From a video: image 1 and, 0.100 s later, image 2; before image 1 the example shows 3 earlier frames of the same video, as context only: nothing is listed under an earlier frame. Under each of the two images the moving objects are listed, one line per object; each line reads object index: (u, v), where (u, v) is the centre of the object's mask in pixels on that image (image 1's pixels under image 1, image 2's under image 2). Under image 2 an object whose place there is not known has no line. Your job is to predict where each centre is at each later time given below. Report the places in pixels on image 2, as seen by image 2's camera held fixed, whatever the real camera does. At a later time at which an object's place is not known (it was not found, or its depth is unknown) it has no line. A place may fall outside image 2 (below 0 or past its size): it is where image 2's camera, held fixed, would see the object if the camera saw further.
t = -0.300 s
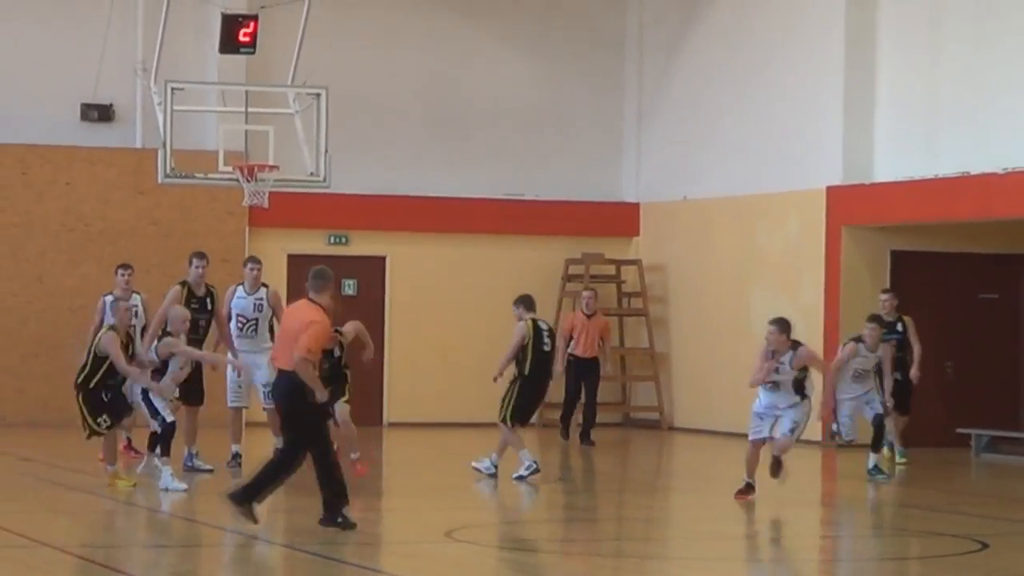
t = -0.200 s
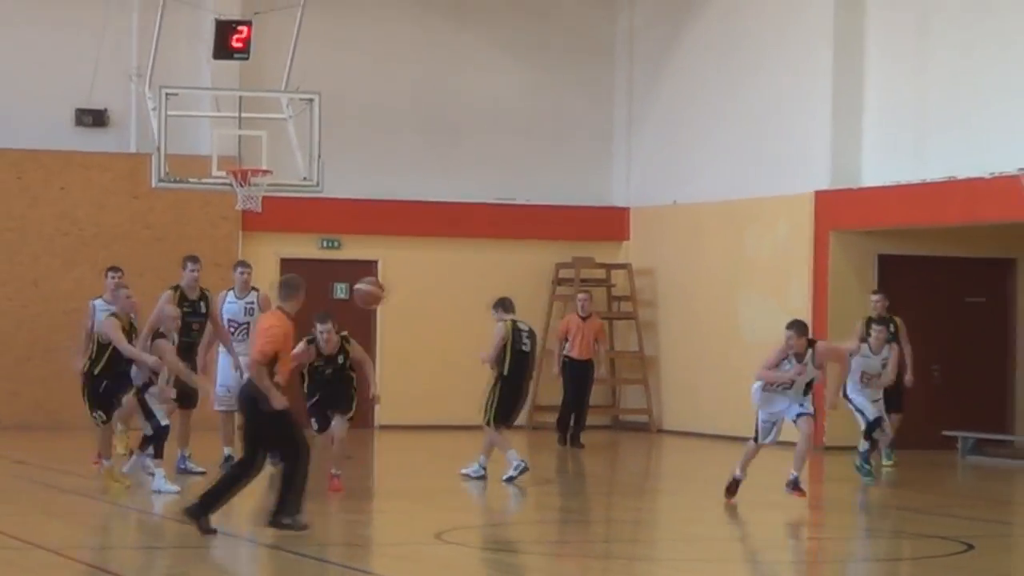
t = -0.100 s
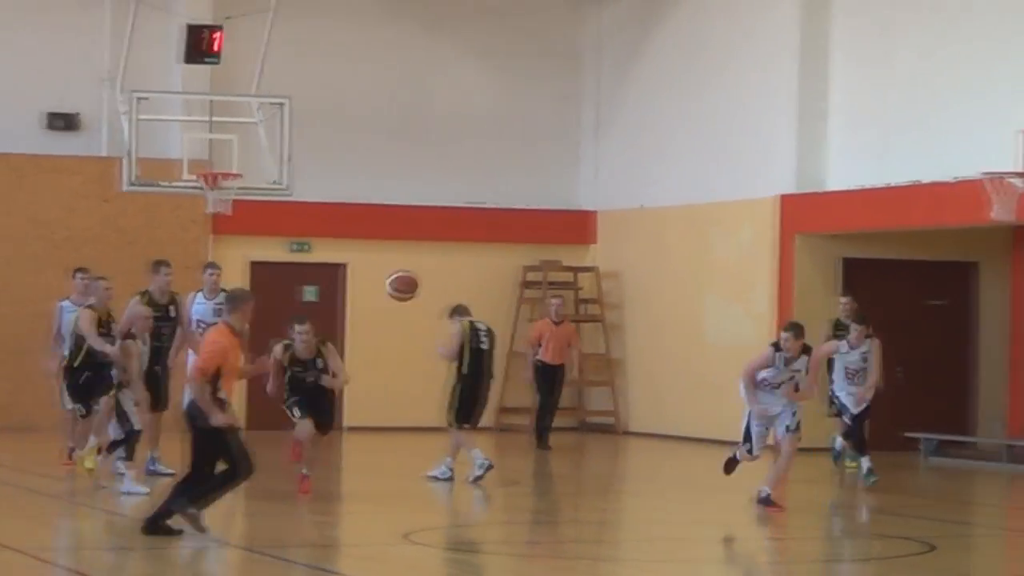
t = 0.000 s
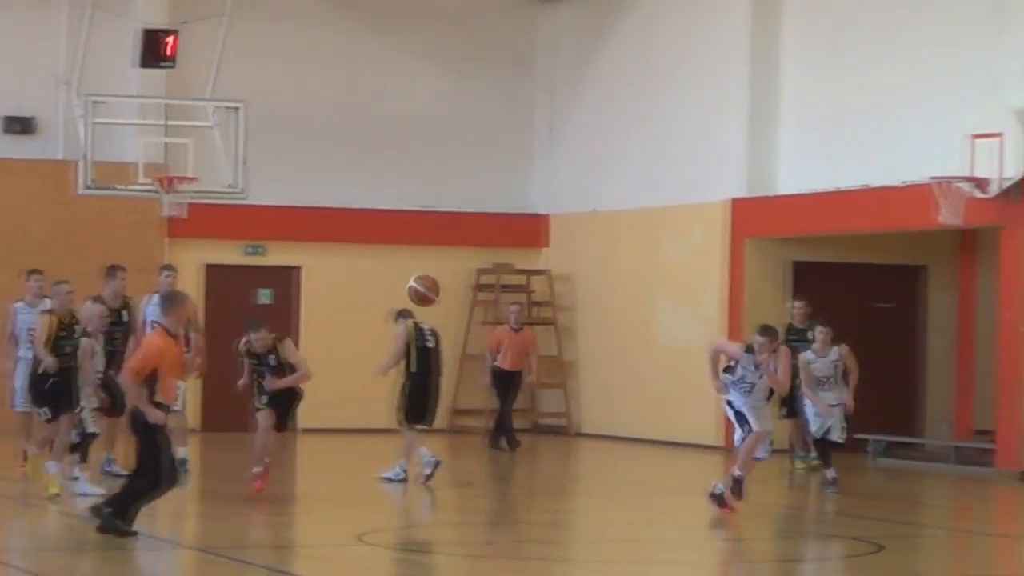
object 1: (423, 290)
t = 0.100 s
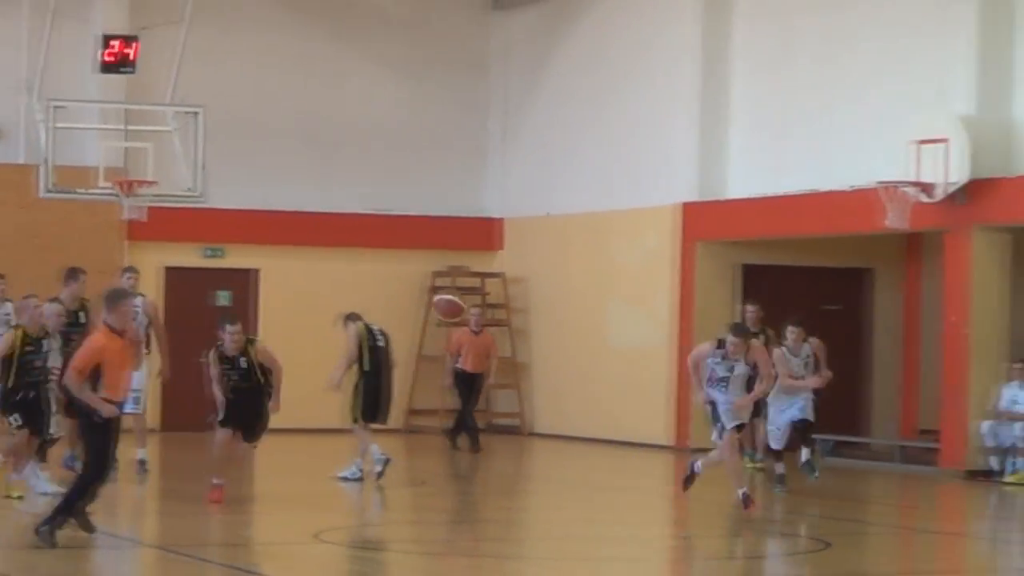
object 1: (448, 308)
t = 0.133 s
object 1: (477, 314)
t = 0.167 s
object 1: (502, 328)
